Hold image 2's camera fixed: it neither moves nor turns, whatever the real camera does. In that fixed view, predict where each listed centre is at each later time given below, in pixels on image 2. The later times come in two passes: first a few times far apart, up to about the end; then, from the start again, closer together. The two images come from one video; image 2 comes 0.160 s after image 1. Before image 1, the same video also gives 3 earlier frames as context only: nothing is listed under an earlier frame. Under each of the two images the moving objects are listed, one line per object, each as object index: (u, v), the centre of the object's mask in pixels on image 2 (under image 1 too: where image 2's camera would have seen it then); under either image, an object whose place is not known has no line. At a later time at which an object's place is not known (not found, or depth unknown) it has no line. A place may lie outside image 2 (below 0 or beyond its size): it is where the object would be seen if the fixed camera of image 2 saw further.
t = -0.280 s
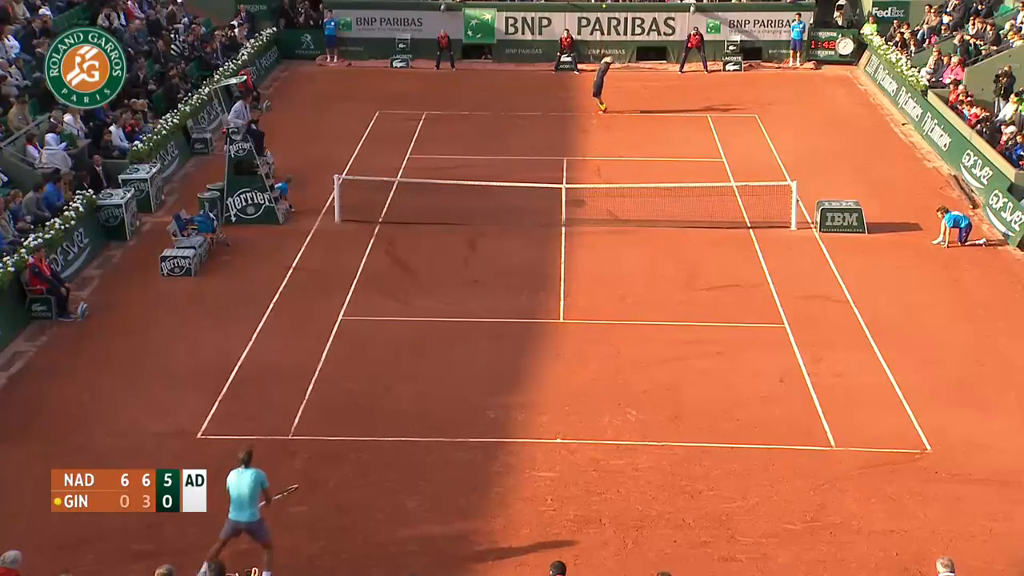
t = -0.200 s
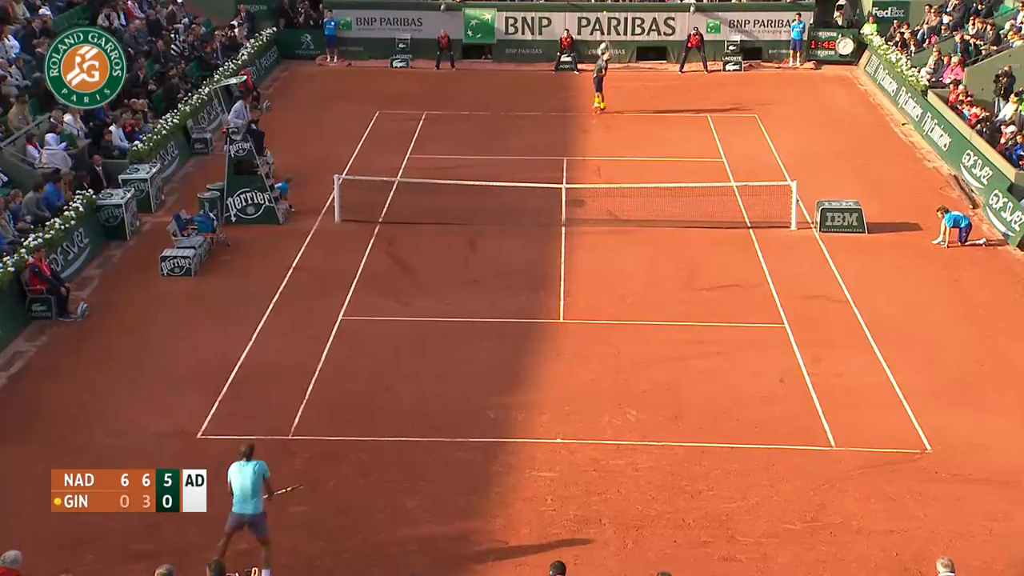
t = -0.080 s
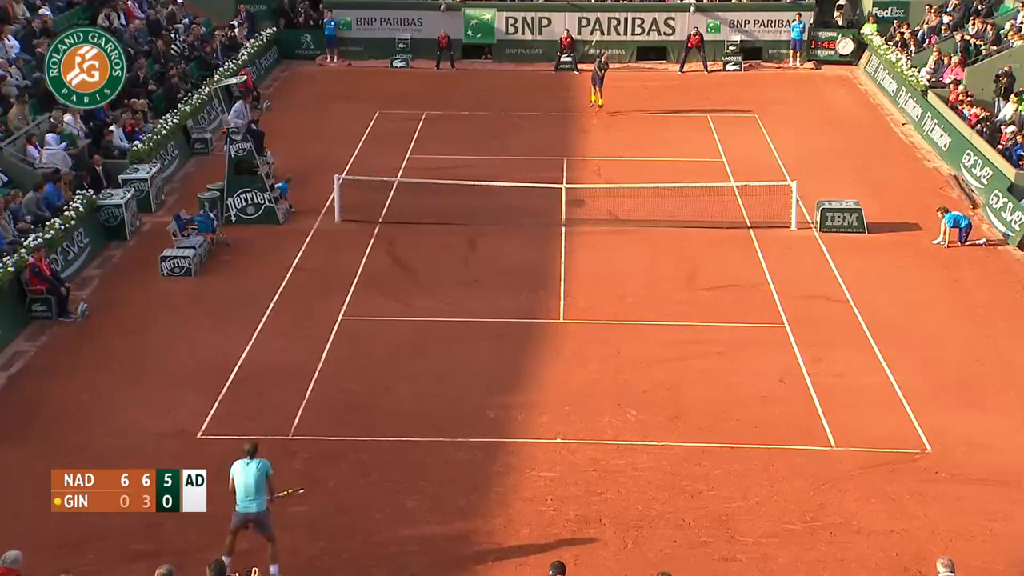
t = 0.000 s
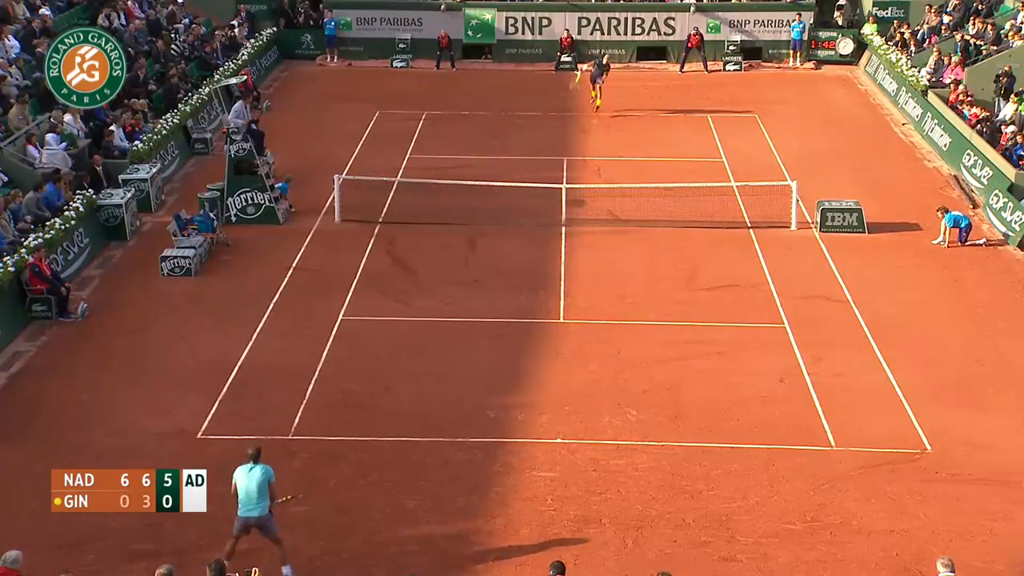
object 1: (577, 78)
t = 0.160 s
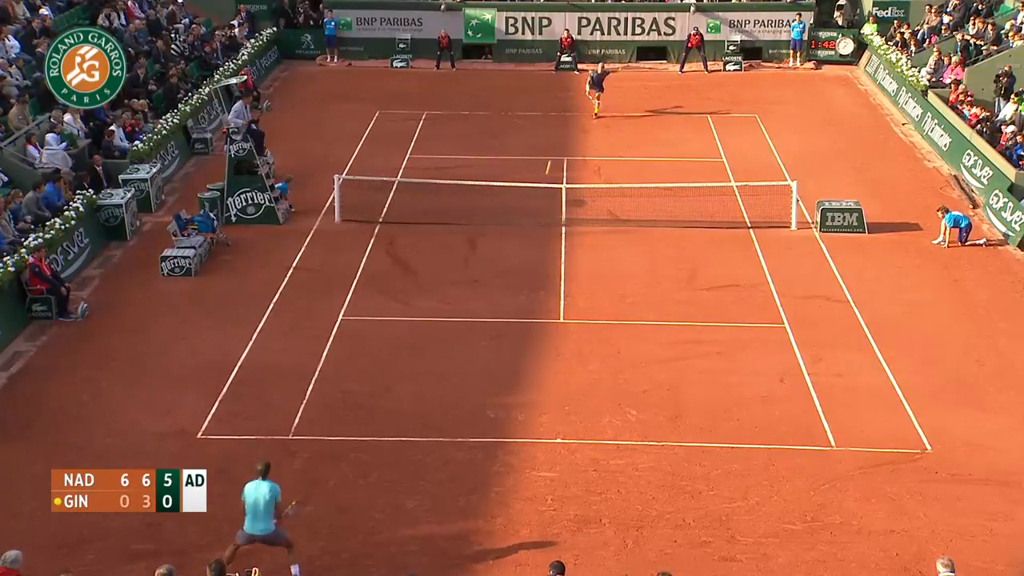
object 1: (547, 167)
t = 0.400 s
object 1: (507, 311)
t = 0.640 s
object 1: (472, 346)
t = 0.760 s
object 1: (454, 385)
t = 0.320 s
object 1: (520, 286)
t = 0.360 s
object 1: (514, 310)
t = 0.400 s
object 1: (507, 311)
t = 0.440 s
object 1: (501, 313)
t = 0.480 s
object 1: (495, 317)
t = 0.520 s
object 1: (490, 322)
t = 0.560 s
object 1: (483, 328)
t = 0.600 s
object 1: (477, 337)
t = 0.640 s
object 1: (472, 346)
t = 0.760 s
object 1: (454, 385)
